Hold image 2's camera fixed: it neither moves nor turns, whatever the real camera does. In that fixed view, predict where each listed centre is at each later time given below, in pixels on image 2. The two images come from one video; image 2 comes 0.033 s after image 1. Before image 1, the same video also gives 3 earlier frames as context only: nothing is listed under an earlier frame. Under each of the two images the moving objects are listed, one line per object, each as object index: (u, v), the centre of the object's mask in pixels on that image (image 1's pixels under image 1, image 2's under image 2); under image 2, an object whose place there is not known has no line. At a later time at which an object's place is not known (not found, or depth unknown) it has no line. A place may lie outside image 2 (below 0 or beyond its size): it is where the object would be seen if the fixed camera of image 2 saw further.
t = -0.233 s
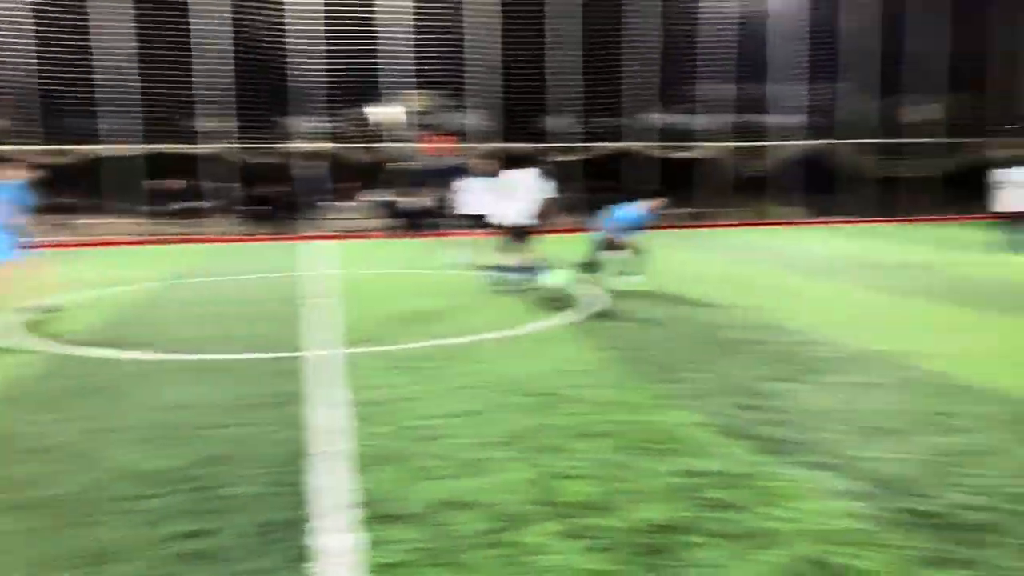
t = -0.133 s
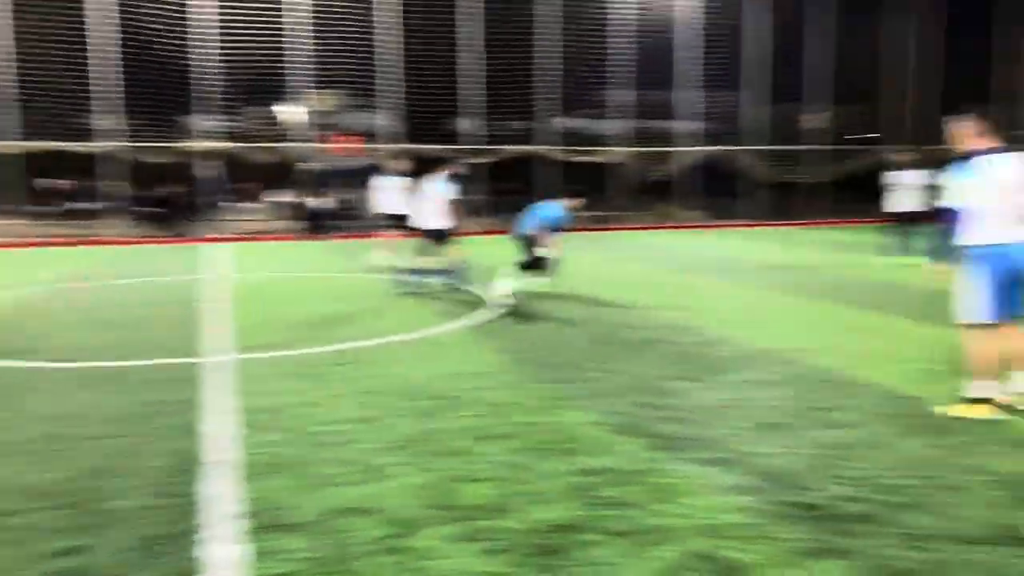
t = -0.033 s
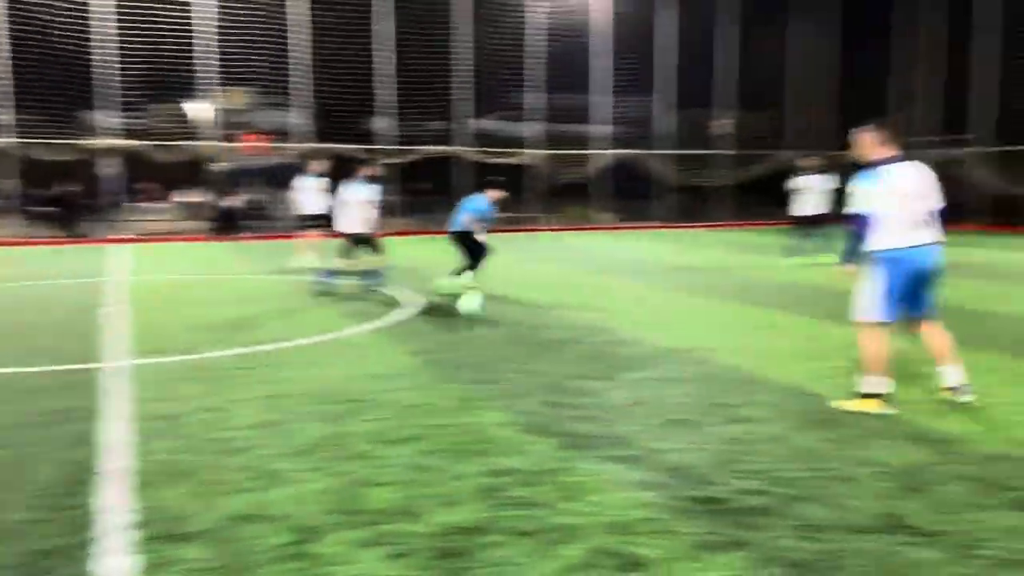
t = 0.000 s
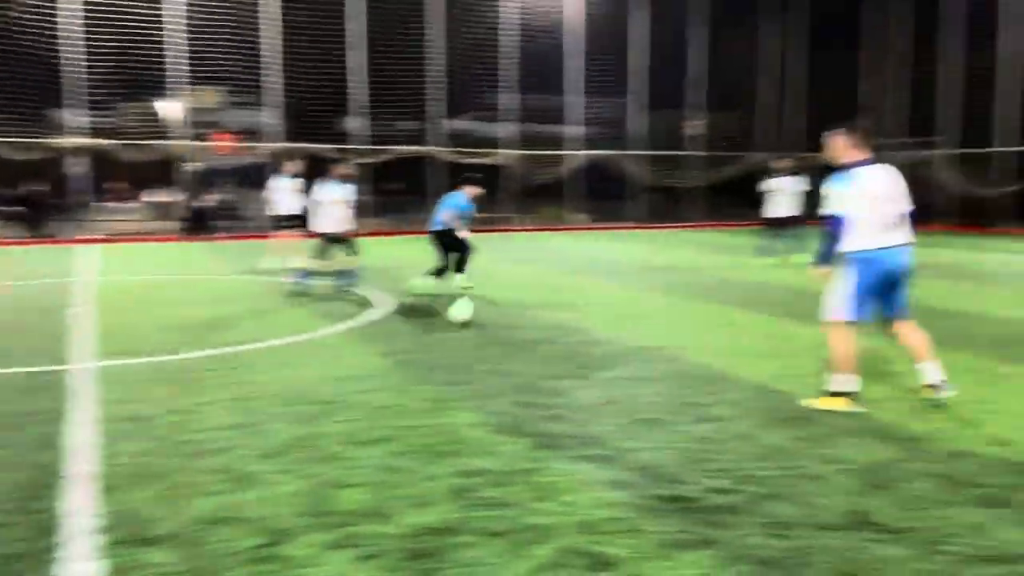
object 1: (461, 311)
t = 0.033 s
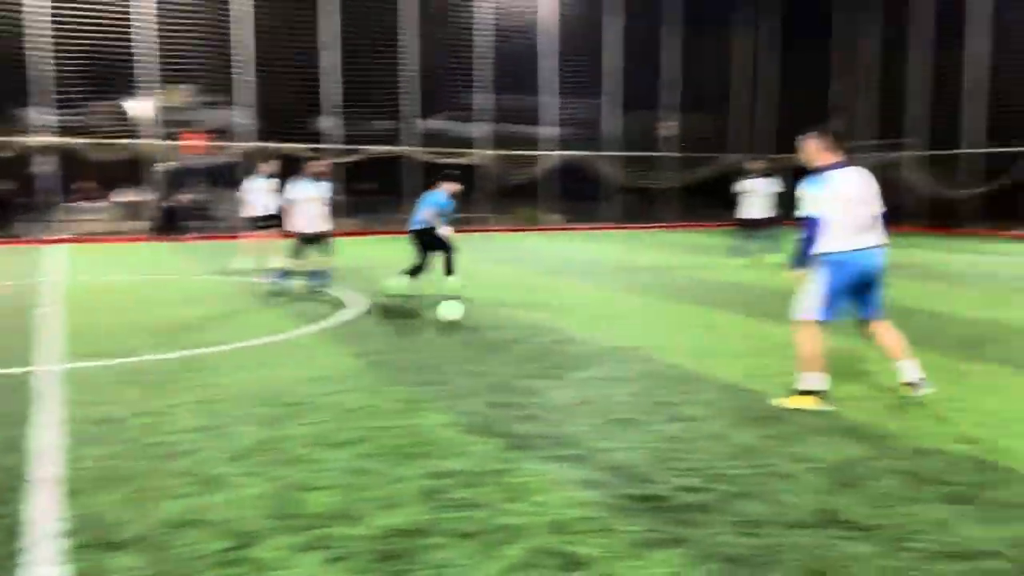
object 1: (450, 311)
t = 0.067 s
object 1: (465, 308)
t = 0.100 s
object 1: (481, 306)
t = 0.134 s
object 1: (498, 306)
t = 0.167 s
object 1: (514, 307)
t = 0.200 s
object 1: (532, 309)
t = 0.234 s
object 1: (548, 312)
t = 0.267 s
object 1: (567, 316)
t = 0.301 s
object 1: (586, 322)
